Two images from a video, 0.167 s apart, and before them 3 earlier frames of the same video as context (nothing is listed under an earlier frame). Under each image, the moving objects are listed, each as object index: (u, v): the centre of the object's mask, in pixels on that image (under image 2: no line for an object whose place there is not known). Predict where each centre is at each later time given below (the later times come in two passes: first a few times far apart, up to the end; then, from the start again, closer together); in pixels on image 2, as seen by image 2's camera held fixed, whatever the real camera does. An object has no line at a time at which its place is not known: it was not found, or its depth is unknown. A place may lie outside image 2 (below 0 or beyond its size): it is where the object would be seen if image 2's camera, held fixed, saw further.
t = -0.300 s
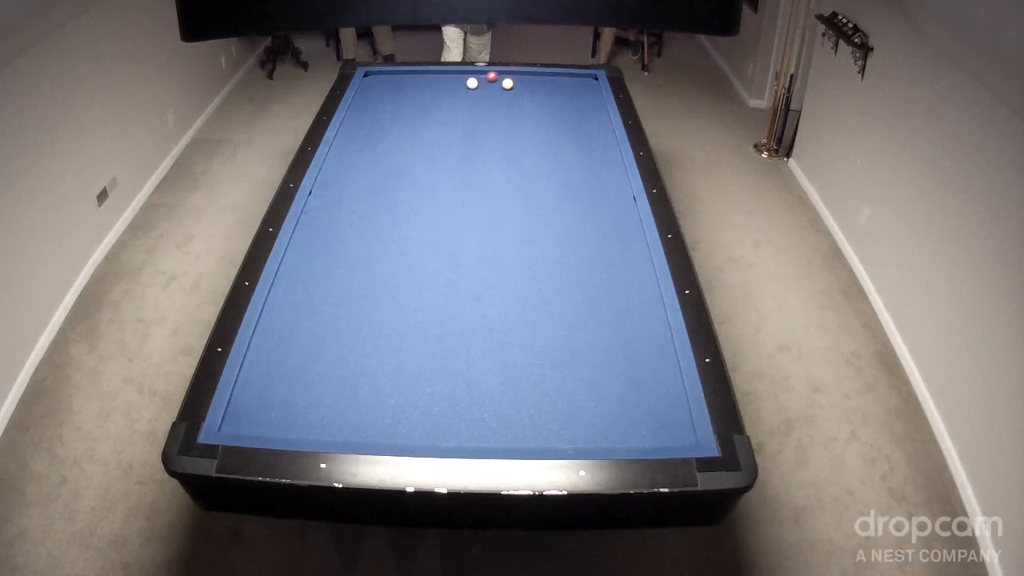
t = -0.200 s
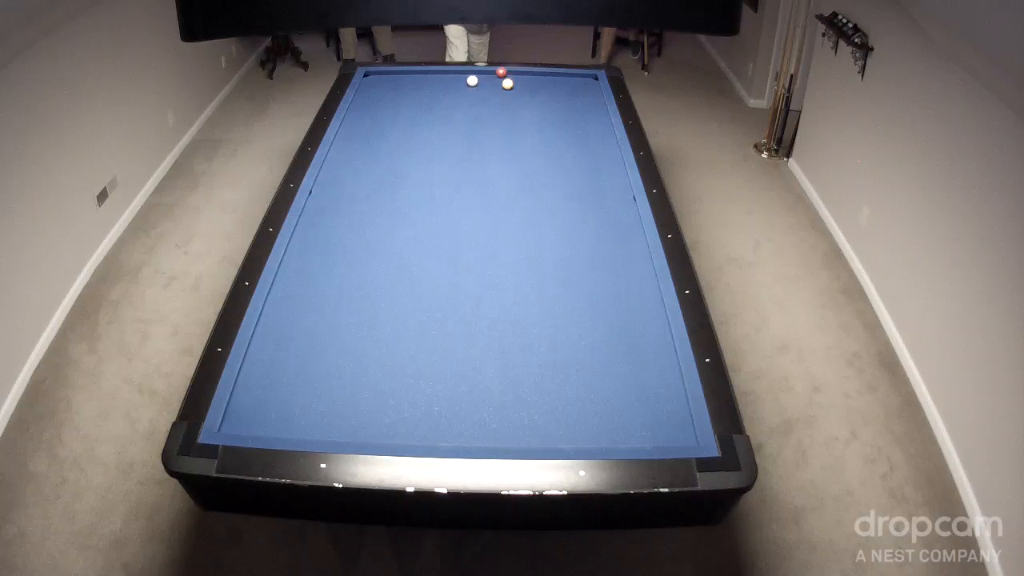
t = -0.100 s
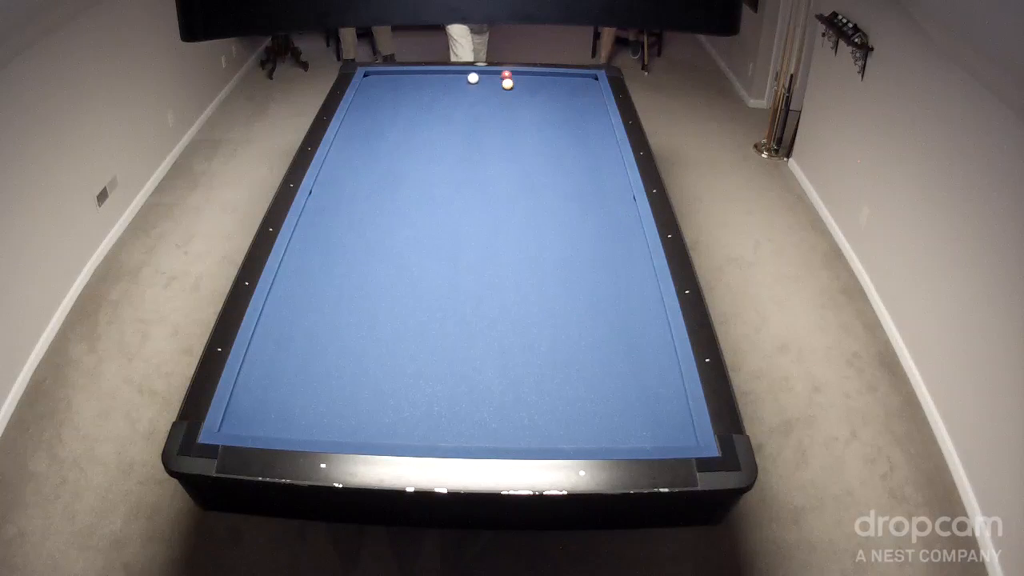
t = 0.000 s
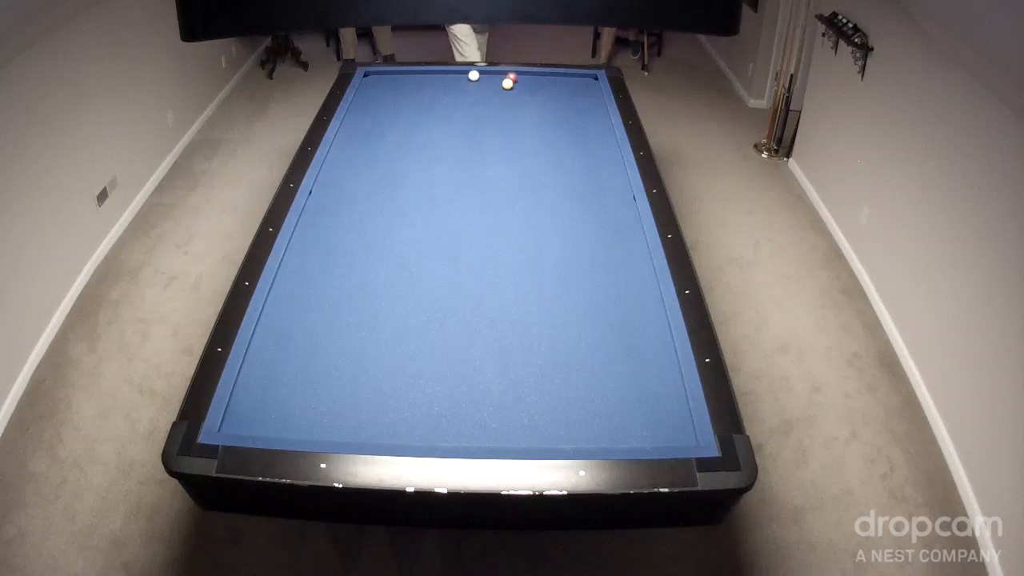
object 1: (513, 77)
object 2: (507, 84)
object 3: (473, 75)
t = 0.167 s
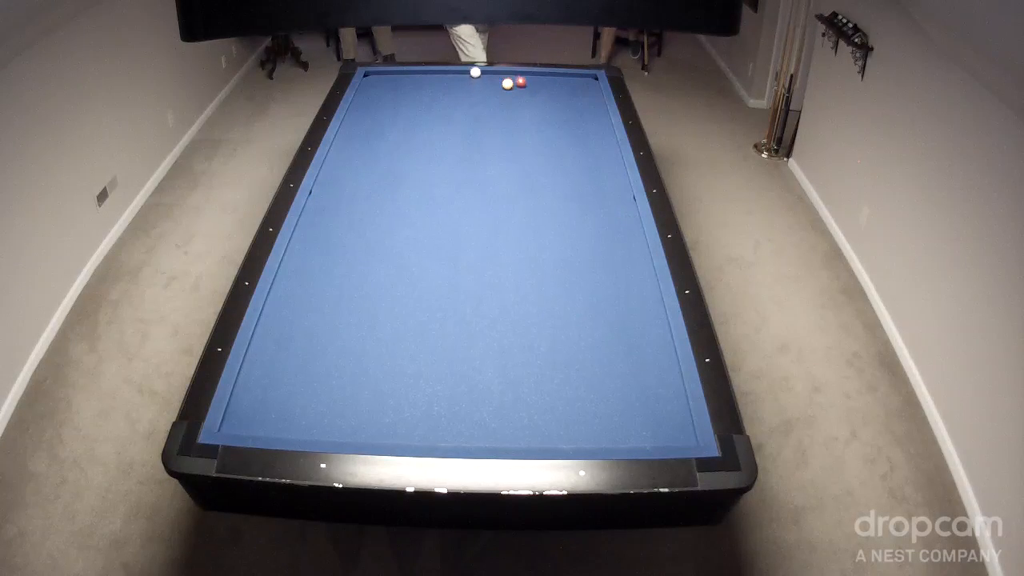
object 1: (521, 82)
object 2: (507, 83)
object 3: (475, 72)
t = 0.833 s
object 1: (556, 99)
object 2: (507, 83)
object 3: (495, 81)
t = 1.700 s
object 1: (603, 124)
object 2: (525, 86)
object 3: (497, 89)
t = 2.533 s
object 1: (593, 140)
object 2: (537, 88)
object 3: (496, 94)
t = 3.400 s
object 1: (575, 156)
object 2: (543, 89)
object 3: (494, 97)
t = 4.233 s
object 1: (558, 171)
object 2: (543, 89)
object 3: (493, 97)
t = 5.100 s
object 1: (543, 183)
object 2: (543, 89)
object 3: (493, 97)
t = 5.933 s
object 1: (531, 192)
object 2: (543, 89)
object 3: (493, 97)
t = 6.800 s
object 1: (522, 198)
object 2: (543, 89)
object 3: (493, 97)
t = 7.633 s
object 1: (517, 200)
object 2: (543, 89)
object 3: (493, 97)
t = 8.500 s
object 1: (517, 201)
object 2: (543, 89)
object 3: (493, 97)
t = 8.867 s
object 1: (517, 201)
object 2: (543, 89)
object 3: (493, 97)
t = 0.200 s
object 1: (522, 82)
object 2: (507, 83)
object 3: (476, 73)
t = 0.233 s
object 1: (524, 83)
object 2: (507, 83)
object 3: (477, 73)
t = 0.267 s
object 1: (526, 84)
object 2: (507, 83)
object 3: (478, 74)
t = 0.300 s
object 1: (528, 85)
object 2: (507, 83)
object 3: (479, 74)
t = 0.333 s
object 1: (530, 86)
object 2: (507, 83)
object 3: (480, 74)
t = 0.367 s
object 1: (531, 86)
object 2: (507, 83)
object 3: (481, 75)
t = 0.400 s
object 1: (533, 87)
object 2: (507, 83)
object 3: (482, 75)
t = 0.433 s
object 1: (535, 88)
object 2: (507, 83)
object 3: (483, 76)
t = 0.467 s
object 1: (537, 89)
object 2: (507, 83)
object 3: (484, 76)
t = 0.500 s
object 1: (539, 90)
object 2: (507, 83)
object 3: (485, 77)
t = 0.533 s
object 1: (540, 91)
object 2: (507, 83)
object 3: (486, 77)
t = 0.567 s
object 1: (542, 92)
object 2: (507, 83)
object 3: (487, 77)
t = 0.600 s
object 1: (544, 93)
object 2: (507, 83)
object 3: (488, 78)
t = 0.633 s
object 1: (546, 94)
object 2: (507, 83)
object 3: (489, 78)
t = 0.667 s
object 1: (547, 95)
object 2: (507, 83)
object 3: (490, 79)
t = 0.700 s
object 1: (549, 96)
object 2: (507, 83)
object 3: (491, 79)
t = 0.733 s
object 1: (551, 96)
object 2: (507, 83)
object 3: (492, 80)
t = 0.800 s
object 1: (555, 98)
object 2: (507, 83)
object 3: (494, 81)
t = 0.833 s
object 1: (556, 99)
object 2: (507, 83)
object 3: (495, 81)
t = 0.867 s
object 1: (558, 100)
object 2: (508, 83)
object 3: (496, 81)
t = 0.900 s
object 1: (560, 101)
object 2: (508, 83)
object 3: (497, 82)
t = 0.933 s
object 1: (562, 102)
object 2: (508, 84)
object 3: (497, 82)
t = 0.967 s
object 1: (563, 103)
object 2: (509, 84)
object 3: (497, 83)
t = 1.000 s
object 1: (566, 104)
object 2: (509, 84)
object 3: (497, 83)
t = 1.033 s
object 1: (567, 105)
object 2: (510, 84)
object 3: (497, 83)
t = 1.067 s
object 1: (569, 106)
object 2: (511, 84)
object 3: (497, 83)
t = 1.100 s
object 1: (571, 107)
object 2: (512, 84)
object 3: (497, 84)
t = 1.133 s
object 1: (573, 107)
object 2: (513, 85)
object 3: (497, 84)
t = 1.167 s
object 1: (575, 108)
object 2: (514, 85)
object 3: (497, 84)
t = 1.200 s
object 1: (576, 109)
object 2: (514, 85)
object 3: (497, 85)
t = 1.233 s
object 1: (578, 110)
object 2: (515, 85)
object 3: (497, 85)
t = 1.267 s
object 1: (580, 111)
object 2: (516, 85)
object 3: (498, 85)
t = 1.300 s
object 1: (582, 112)
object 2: (517, 85)
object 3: (497, 85)
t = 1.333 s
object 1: (583, 113)
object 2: (517, 85)
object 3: (497, 86)
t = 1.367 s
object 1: (585, 114)
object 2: (518, 85)
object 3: (497, 86)
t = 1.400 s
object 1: (587, 115)
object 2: (519, 85)
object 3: (497, 86)
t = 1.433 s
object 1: (589, 116)
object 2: (520, 85)
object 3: (497, 87)
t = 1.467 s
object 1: (591, 117)
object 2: (520, 85)
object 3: (497, 87)
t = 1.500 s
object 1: (592, 118)
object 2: (521, 85)
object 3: (497, 87)
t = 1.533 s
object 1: (594, 119)
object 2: (522, 86)
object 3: (497, 87)
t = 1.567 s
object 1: (596, 120)
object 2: (522, 86)
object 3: (497, 88)
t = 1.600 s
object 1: (598, 121)
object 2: (523, 86)
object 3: (497, 88)
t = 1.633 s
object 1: (599, 122)
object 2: (524, 86)
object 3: (497, 88)
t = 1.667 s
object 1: (601, 123)
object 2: (524, 86)
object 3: (497, 88)
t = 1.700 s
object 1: (603, 124)
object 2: (525, 86)
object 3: (497, 89)
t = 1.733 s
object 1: (605, 124)
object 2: (525, 86)
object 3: (497, 89)
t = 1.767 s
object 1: (607, 126)
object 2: (526, 86)
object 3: (497, 89)
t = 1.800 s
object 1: (607, 126)
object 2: (527, 86)
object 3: (497, 89)
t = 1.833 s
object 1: (607, 127)
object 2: (527, 86)
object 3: (497, 89)
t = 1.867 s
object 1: (606, 128)
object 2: (528, 86)
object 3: (497, 90)
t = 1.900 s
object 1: (606, 128)
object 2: (528, 86)
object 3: (497, 90)
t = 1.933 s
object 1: (605, 129)
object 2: (529, 86)
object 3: (497, 90)
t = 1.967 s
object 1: (604, 129)
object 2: (529, 86)
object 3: (497, 90)
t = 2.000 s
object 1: (604, 130)
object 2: (530, 86)
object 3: (497, 91)
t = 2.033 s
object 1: (603, 131)
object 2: (530, 86)
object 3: (496, 91)
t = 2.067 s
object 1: (602, 131)
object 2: (531, 87)
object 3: (496, 91)
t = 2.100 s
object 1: (602, 132)
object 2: (531, 87)
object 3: (496, 91)
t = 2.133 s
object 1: (601, 133)
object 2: (532, 87)
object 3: (496, 92)
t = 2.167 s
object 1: (600, 133)
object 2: (532, 87)
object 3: (496, 92)
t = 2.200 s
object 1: (600, 134)
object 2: (533, 87)
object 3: (496, 92)
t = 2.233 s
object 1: (599, 135)
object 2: (533, 87)
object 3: (496, 92)
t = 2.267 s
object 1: (598, 135)
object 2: (534, 87)
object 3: (496, 92)
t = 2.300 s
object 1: (598, 136)
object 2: (534, 87)
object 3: (496, 93)
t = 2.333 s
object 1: (597, 137)
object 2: (535, 87)
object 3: (496, 93)
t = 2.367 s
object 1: (596, 137)
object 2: (535, 87)
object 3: (496, 93)
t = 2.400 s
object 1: (595, 138)
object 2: (535, 87)
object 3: (496, 93)
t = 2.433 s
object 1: (595, 138)
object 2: (536, 87)
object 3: (496, 93)
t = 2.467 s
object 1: (594, 139)
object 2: (536, 87)
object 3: (496, 93)
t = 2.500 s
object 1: (594, 140)
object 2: (537, 88)
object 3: (496, 94)
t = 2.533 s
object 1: (593, 140)
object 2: (537, 88)
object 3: (496, 94)
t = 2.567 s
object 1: (592, 141)
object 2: (537, 88)
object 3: (495, 94)
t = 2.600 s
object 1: (592, 142)
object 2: (538, 88)
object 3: (495, 94)
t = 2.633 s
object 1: (591, 142)
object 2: (538, 88)
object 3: (495, 94)
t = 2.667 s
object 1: (590, 143)
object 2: (538, 88)
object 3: (495, 94)
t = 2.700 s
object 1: (590, 144)
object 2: (538, 88)
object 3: (495, 95)
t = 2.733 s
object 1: (589, 144)
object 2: (539, 88)
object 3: (495, 95)
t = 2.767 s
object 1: (588, 145)
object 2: (539, 88)
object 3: (495, 95)
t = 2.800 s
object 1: (587, 145)
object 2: (539, 88)
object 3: (495, 95)
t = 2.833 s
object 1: (587, 146)
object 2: (540, 88)
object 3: (495, 95)
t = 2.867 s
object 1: (586, 147)
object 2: (540, 88)
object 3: (495, 95)
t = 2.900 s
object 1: (585, 147)
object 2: (540, 88)
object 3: (495, 95)
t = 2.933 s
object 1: (585, 148)
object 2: (541, 88)
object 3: (495, 96)
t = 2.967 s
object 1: (584, 149)
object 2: (541, 88)
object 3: (495, 96)
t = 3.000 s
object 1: (583, 149)
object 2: (541, 88)
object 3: (494, 96)
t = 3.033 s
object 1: (582, 150)
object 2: (541, 89)
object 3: (494, 96)
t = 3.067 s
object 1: (582, 150)
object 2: (541, 89)
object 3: (494, 96)
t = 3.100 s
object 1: (581, 151)
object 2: (541, 89)
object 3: (494, 96)
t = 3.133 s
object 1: (580, 151)
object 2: (542, 89)
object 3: (494, 96)
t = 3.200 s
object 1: (579, 153)
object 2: (542, 89)
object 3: (494, 96)
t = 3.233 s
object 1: (578, 153)
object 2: (542, 89)
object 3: (494, 96)
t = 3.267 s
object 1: (578, 154)
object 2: (542, 89)
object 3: (494, 96)
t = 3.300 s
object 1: (577, 155)
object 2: (542, 89)
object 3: (494, 96)
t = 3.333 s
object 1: (576, 155)
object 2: (542, 89)
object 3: (494, 97)
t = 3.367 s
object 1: (576, 156)
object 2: (543, 89)
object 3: (494, 97)
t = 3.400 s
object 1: (575, 156)
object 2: (543, 89)
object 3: (494, 97)
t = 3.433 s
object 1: (574, 157)
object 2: (543, 89)
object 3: (493, 97)
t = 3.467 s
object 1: (574, 157)
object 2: (543, 89)
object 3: (493, 97)
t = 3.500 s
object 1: (573, 158)
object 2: (543, 89)
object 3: (493, 97)
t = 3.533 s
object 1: (572, 159)
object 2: (543, 89)
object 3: (493, 97)
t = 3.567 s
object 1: (571, 159)
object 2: (543, 89)
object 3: (493, 97)
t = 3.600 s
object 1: (571, 160)
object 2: (543, 89)
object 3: (493, 97)
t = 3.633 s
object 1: (570, 160)
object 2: (543, 89)
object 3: (493, 97)
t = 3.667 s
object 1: (569, 161)
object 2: (543, 89)
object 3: (493, 97)
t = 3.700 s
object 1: (569, 162)
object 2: (543, 89)
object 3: (493, 97)
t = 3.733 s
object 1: (568, 162)
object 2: (543, 89)
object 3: (493, 97)
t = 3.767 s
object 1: (567, 163)
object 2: (543, 89)
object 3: (493, 97)
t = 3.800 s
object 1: (567, 163)
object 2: (543, 89)
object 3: (493, 97)
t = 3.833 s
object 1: (566, 164)
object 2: (543, 89)
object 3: (493, 97)
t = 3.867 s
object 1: (565, 164)
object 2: (543, 89)
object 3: (493, 97)
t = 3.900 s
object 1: (565, 165)
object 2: (543, 89)
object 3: (493, 97)
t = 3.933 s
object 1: (564, 165)
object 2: (543, 89)
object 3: (493, 97)
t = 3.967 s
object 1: (564, 166)
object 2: (543, 89)
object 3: (493, 97)
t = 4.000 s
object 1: (563, 167)
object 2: (543, 89)
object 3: (493, 97)
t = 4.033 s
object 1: (562, 167)
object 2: (543, 89)
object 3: (493, 97)
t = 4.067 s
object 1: (561, 168)
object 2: (543, 89)
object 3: (493, 97)
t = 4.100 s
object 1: (561, 168)
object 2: (543, 89)
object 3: (493, 97)
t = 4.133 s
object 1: (560, 169)
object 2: (543, 89)
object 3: (493, 97)
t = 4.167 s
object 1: (560, 169)
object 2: (543, 89)
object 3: (493, 97)
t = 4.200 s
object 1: (559, 170)
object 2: (543, 89)
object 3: (493, 97)
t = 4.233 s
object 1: (558, 171)
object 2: (543, 89)
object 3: (493, 97)
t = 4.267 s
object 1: (558, 171)
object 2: (543, 89)
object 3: (493, 97)
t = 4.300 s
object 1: (557, 172)
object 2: (543, 89)
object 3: (493, 97)
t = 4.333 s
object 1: (556, 172)
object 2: (543, 89)
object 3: (493, 97)
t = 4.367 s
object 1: (556, 172)
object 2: (543, 89)
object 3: (493, 97)
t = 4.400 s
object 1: (555, 173)
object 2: (543, 89)
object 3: (493, 97)
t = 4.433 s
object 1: (555, 174)
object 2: (543, 89)
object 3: (493, 97)
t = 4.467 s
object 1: (554, 174)
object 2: (543, 89)
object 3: (493, 97)
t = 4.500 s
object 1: (553, 175)
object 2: (543, 89)
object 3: (493, 97)
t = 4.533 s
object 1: (553, 175)
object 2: (543, 89)
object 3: (493, 97)
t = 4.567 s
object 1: (552, 176)
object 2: (543, 89)
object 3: (493, 97)
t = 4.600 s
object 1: (552, 176)
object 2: (543, 89)
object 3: (493, 97)
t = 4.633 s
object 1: (551, 177)
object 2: (543, 89)
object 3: (493, 97)
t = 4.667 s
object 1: (550, 177)
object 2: (543, 89)
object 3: (493, 97)
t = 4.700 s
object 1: (550, 177)
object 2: (543, 89)
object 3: (493, 97)
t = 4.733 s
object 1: (549, 178)
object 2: (543, 89)
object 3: (493, 97)
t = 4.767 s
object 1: (548, 178)
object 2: (543, 89)
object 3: (493, 97)
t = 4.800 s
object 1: (548, 179)
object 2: (543, 89)
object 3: (493, 97)
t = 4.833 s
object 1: (547, 180)
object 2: (543, 89)
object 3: (493, 97)
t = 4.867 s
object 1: (547, 180)
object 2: (543, 89)
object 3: (493, 97)
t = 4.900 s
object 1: (546, 180)
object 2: (543, 89)
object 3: (493, 97)
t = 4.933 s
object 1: (546, 181)
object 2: (543, 89)
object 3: (493, 97)
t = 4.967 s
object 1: (545, 181)
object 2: (543, 89)
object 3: (493, 97)
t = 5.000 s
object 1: (545, 181)
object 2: (543, 89)
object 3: (493, 97)
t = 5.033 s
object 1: (544, 182)
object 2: (543, 89)
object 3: (493, 97)
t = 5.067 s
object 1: (544, 182)
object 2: (543, 89)
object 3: (493, 97)
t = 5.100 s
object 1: (543, 183)
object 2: (543, 89)
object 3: (493, 97)
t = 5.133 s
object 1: (542, 183)
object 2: (543, 89)
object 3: (493, 97)
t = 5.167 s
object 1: (542, 184)
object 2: (543, 89)
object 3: (493, 97)
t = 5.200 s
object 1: (541, 184)
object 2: (543, 89)
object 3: (493, 97)
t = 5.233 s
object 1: (540, 185)
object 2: (543, 89)
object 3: (493, 97)
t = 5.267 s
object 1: (540, 185)
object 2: (543, 89)
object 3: (493, 97)
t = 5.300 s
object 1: (540, 185)
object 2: (543, 89)
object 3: (493, 97)
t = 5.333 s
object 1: (539, 186)
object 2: (543, 89)
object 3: (493, 97)
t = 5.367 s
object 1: (539, 186)
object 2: (543, 89)
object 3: (493, 97)
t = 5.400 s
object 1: (538, 186)
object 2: (543, 89)
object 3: (493, 97)
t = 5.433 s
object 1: (537, 187)
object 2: (543, 89)
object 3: (493, 97)
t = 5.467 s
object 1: (537, 187)
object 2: (543, 89)
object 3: (493, 97)
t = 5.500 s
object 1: (537, 188)
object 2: (543, 89)
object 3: (493, 97)
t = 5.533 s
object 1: (536, 188)
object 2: (543, 89)
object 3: (493, 97)
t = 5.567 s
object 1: (536, 188)
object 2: (543, 89)
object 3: (493, 97)
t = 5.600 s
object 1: (535, 189)
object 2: (543, 89)
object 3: (493, 97)
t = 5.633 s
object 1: (535, 189)
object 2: (543, 89)
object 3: (493, 97)
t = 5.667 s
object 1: (535, 189)
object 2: (543, 89)
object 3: (493, 97)
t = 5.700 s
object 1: (534, 190)
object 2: (543, 89)
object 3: (493, 97)
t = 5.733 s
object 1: (533, 190)
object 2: (543, 89)
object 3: (493, 97)
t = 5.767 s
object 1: (533, 190)
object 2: (543, 89)
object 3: (493, 97)
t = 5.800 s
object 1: (532, 191)
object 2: (543, 89)
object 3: (493, 97)
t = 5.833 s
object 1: (532, 191)
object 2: (543, 89)
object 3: (493, 97)
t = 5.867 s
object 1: (532, 191)
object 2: (543, 89)
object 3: (493, 97)
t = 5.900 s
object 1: (531, 192)
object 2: (543, 89)
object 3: (493, 97)
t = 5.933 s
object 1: (531, 192)
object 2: (543, 89)
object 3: (493, 97)
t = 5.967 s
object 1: (530, 192)
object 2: (543, 89)
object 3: (493, 97)
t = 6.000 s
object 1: (530, 193)
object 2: (543, 89)
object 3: (493, 97)
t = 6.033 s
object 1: (530, 193)
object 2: (543, 89)
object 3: (493, 97)
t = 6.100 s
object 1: (529, 193)
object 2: (543, 89)
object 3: (493, 97)
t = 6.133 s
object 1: (528, 194)
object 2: (543, 89)
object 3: (493, 97)
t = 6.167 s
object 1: (528, 194)
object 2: (543, 89)
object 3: (493, 97)
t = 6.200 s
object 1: (528, 194)
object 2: (543, 89)
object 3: (493, 97)
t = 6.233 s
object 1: (527, 195)
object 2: (543, 89)
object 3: (493, 97)
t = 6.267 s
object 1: (527, 195)
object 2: (543, 89)
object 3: (493, 97)
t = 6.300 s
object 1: (527, 195)
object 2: (543, 89)
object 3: (493, 97)
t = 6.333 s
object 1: (526, 195)
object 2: (543, 89)
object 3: (493, 97)
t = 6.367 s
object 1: (526, 195)
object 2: (543, 89)
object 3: (493, 97)
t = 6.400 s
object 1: (525, 196)
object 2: (543, 89)
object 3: (493, 97)
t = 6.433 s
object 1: (525, 196)
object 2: (543, 89)
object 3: (493, 97)
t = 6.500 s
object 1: (524, 197)
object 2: (543, 89)
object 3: (493, 97)
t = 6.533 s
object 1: (524, 197)
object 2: (543, 89)
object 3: (493, 97)
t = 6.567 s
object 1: (524, 197)
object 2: (543, 89)
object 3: (493, 97)
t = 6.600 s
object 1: (523, 197)
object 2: (543, 89)
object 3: (493, 97)
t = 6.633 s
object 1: (523, 197)
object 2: (543, 89)
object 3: (493, 97)
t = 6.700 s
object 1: (522, 198)
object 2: (543, 89)
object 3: (493, 97)
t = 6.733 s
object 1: (522, 198)
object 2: (543, 89)
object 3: (493, 97)
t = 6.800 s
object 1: (522, 198)
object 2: (543, 89)
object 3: (493, 97)
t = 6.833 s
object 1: (521, 199)
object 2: (543, 89)
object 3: (493, 97)
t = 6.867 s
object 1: (521, 199)
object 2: (543, 89)
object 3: (493, 97)
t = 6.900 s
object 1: (521, 199)
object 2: (543, 89)
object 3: (493, 97)
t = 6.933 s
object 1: (520, 199)
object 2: (543, 89)
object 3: (493, 97)
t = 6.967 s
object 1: (520, 199)
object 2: (543, 89)
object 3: (493, 97)
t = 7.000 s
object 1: (520, 199)
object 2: (543, 89)
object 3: (493, 97)
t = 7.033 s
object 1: (520, 199)
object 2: (543, 89)
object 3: (493, 97)
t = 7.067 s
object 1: (520, 199)
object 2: (543, 89)
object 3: (493, 97)
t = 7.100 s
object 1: (519, 200)
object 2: (543, 89)
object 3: (493, 97)
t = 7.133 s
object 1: (519, 200)
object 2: (543, 89)
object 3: (493, 97)
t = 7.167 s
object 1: (519, 200)
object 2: (543, 89)
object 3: (493, 97)
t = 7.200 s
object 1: (519, 200)
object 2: (543, 89)
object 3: (493, 97)
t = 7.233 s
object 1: (519, 200)
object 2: (543, 89)
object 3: (493, 97)
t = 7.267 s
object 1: (519, 200)
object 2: (543, 89)
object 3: (493, 97)
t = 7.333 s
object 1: (518, 200)
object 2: (543, 89)
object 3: (493, 97)
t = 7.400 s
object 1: (518, 200)
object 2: (543, 89)
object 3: (493, 97)
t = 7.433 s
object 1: (518, 200)
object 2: (543, 89)
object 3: (493, 97)
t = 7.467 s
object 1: (518, 200)
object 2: (543, 89)
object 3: (493, 97)
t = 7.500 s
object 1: (518, 200)
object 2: (543, 89)
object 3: (493, 97)
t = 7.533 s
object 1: (517, 200)
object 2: (543, 89)
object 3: (493, 97)
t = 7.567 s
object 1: (517, 200)
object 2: (543, 89)
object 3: (493, 97)
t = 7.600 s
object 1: (517, 200)
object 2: (543, 89)
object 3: (493, 97)
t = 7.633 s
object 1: (517, 200)
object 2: (543, 89)
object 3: (493, 97)
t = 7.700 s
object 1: (517, 200)
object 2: (543, 89)
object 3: (493, 97)
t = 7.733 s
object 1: (517, 200)
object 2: (543, 89)
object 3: (493, 97)
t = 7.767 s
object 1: (517, 200)
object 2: (543, 89)
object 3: (493, 97)
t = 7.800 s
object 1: (517, 201)
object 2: (543, 89)
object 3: (493, 97)
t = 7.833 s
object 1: (517, 201)
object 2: (543, 89)
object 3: (493, 97)
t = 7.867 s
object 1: (517, 201)
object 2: (543, 89)
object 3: (493, 97)
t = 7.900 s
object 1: (517, 201)
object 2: (543, 89)
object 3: (493, 97)
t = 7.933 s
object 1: (517, 201)
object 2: (543, 89)
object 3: (493, 97)
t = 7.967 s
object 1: (517, 201)
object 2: (543, 89)
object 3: (493, 97)
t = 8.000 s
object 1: (517, 201)
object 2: (543, 89)
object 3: (493, 97)
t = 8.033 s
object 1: (517, 201)
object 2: (543, 89)
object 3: (493, 97)
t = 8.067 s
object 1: (517, 201)
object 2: (543, 89)
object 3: (493, 97)
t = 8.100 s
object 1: (517, 201)
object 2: (543, 89)
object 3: (493, 97)
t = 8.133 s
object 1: (517, 201)
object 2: (543, 89)
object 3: (493, 97)
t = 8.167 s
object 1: (517, 201)
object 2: (543, 89)
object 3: (493, 97)
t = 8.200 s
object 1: (517, 201)
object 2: (543, 89)
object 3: (493, 97)
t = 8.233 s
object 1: (517, 201)
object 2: (543, 89)
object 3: (493, 97)
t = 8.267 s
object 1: (517, 201)
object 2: (543, 89)
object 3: (493, 97)
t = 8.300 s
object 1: (517, 201)
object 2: (543, 89)
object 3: (493, 97)
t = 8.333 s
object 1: (517, 201)
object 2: (543, 89)
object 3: (493, 97)
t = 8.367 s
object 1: (517, 201)
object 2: (543, 89)
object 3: (493, 97)
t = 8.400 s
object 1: (517, 201)
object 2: (543, 89)
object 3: (493, 97)
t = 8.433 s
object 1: (517, 201)
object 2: (543, 89)
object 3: (493, 97)
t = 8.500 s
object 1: (517, 201)
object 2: (543, 89)
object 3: (493, 97)
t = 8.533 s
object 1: (517, 201)
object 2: (543, 89)
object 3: (493, 97)
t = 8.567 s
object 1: (517, 201)
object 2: (543, 89)
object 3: (493, 97)
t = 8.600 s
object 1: (517, 201)
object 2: (543, 89)
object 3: (493, 97)
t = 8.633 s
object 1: (517, 201)
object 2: (543, 89)
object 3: (493, 97)
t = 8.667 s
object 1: (517, 201)
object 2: (543, 89)
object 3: (493, 97)
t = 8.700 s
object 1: (517, 201)
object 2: (543, 89)
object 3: (493, 97)
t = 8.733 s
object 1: (517, 201)
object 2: (543, 89)
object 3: (493, 97)
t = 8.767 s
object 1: (517, 201)
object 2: (543, 89)
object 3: (493, 97)
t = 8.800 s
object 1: (517, 201)
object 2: (543, 89)
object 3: (493, 97)
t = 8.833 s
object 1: (517, 201)
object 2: (543, 89)
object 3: (493, 97)
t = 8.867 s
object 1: (517, 201)
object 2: (543, 89)
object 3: (493, 97)
